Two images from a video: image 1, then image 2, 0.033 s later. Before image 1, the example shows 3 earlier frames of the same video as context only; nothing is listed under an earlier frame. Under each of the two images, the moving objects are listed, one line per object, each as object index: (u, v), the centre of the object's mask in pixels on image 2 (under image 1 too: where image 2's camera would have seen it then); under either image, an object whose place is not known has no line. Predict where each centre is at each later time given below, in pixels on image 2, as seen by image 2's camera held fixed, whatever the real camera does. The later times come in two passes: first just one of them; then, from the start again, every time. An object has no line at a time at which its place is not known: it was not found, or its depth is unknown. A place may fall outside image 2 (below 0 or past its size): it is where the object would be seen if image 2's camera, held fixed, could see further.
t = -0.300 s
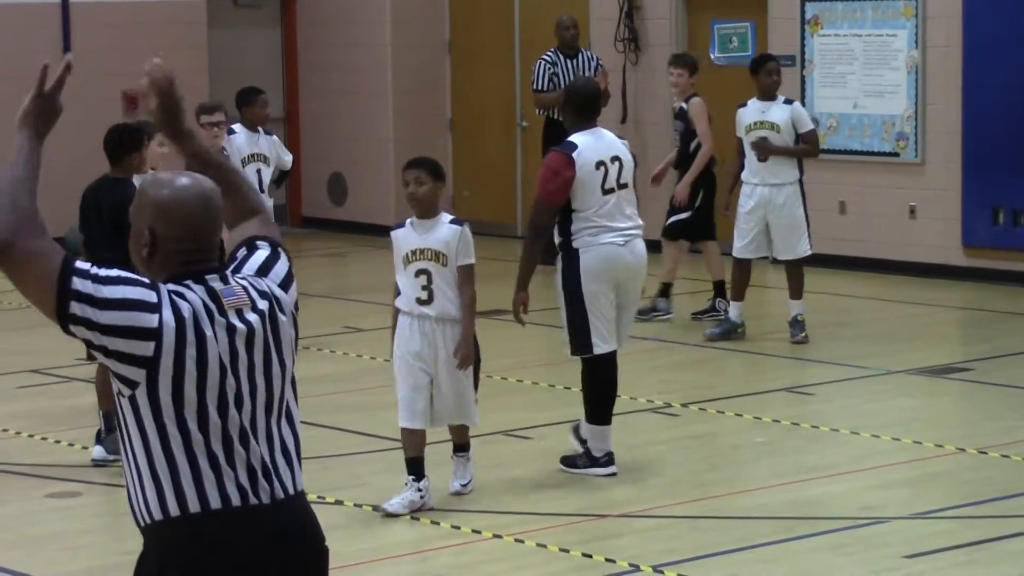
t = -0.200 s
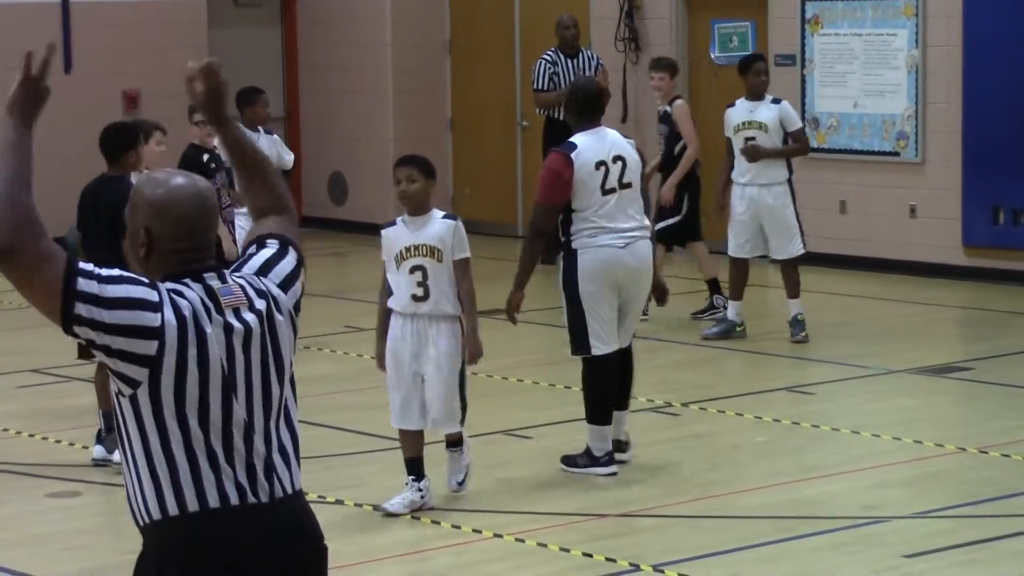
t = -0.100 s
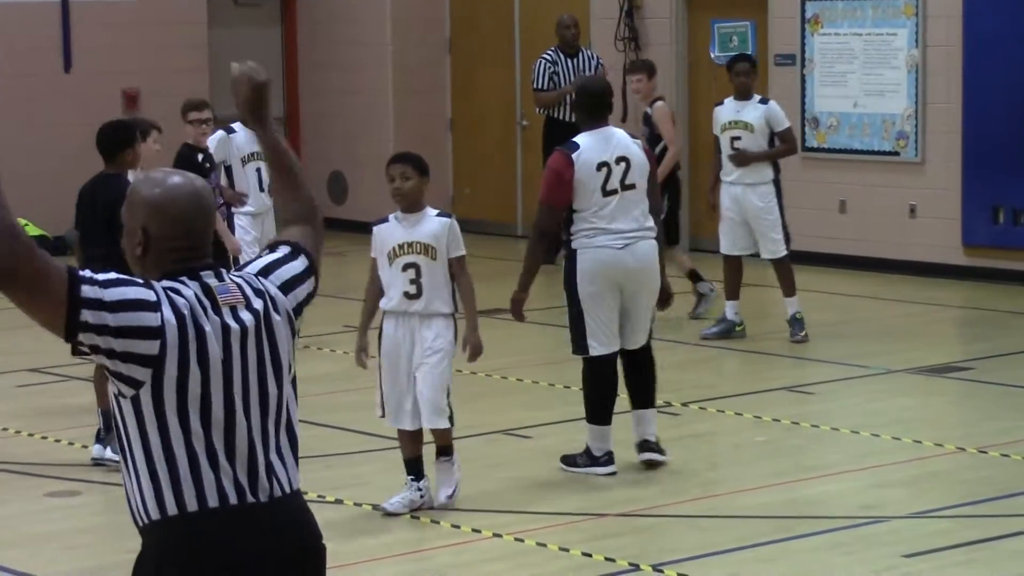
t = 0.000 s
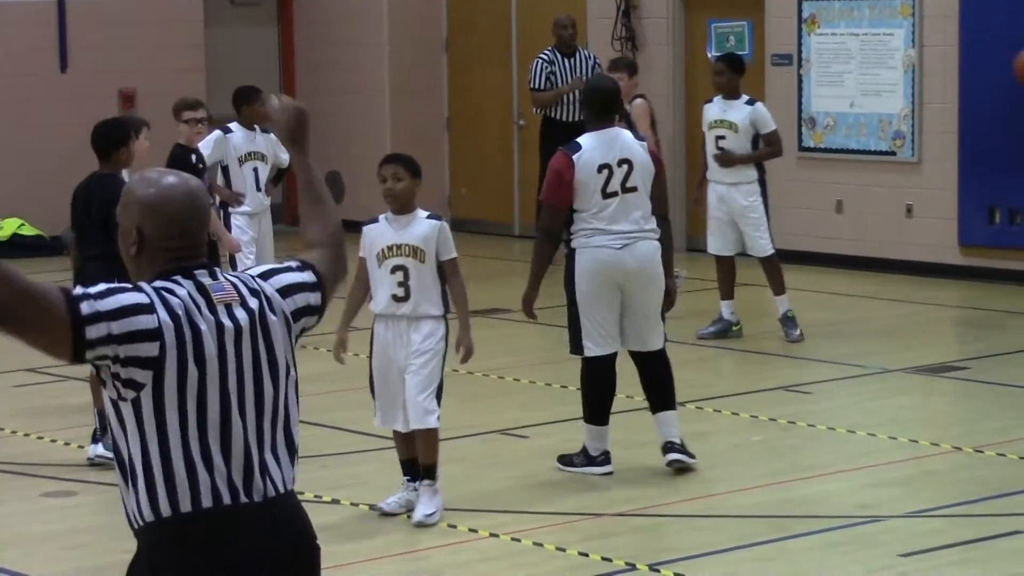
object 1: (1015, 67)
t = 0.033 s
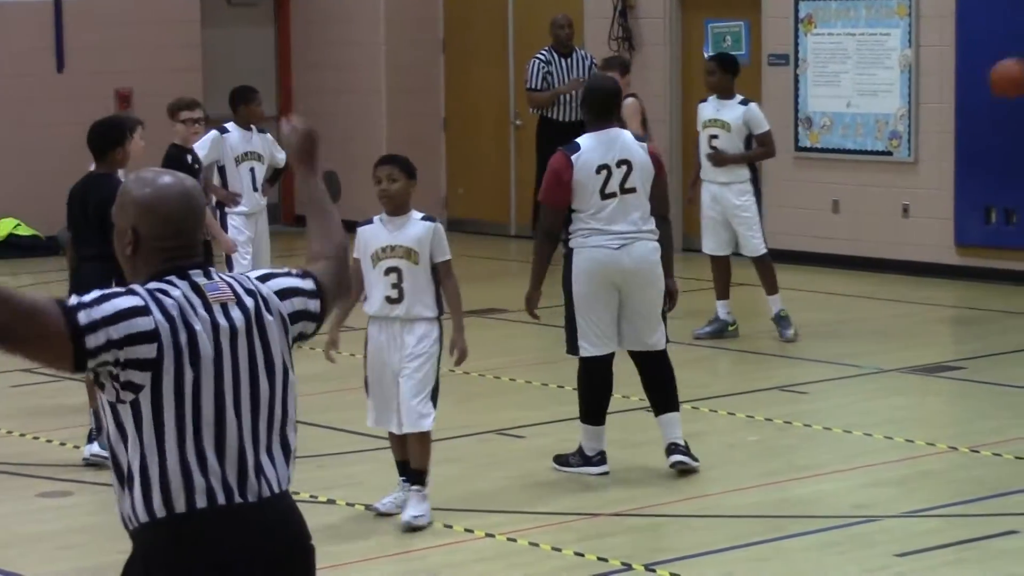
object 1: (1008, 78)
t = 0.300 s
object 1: (857, 226)
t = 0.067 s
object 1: (989, 91)
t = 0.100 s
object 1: (968, 107)
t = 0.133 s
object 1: (950, 122)
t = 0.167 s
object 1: (930, 142)
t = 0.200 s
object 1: (911, 161)
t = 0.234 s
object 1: (893, 181)
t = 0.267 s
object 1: (873, 204)
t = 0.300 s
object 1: (857, 226)
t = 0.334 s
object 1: (838, 250)
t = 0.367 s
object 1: (823, 273)
